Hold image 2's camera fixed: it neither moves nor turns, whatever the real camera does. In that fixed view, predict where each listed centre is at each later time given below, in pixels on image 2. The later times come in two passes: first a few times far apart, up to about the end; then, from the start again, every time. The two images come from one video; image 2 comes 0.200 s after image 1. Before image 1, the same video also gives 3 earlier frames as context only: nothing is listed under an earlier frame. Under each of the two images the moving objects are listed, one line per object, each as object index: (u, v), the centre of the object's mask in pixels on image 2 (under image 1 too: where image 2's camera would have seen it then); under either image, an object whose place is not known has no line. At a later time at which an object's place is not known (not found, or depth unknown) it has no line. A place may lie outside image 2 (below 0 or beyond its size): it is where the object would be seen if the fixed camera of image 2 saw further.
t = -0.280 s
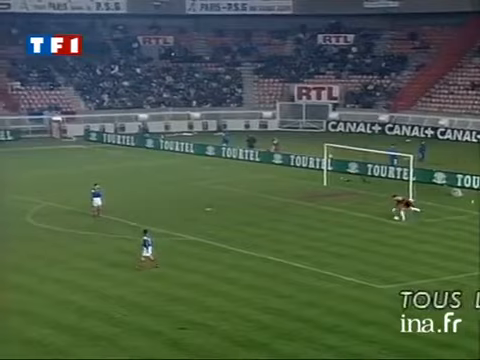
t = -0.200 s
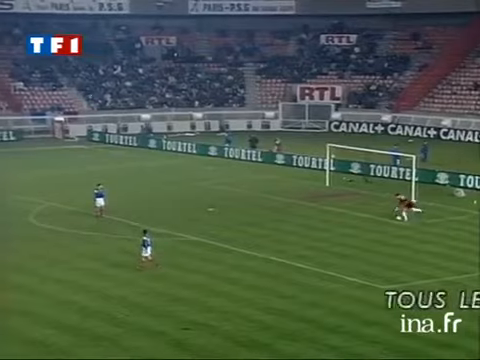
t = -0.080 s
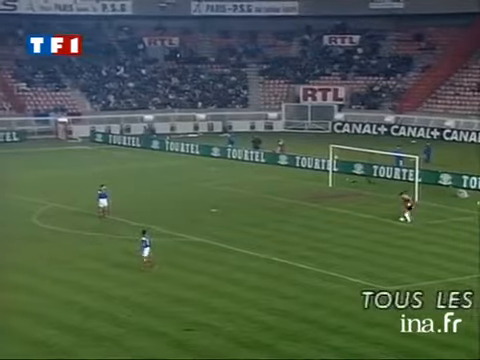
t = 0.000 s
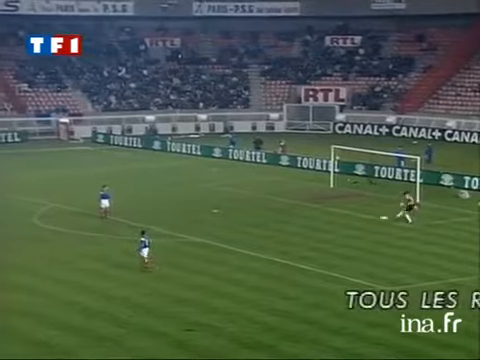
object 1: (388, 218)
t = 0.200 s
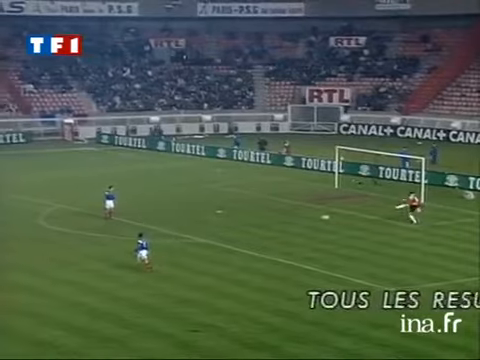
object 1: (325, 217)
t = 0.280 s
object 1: (301, 219)
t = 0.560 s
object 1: (227, 217)
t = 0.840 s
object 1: (162, 218)
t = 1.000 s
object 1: (130, 218)
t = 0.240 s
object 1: (313, 218)
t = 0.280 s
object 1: (301, 219)
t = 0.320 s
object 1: (290, 219)
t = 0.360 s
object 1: (279, 218)
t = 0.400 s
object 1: (269, 218)
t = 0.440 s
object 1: (257, 218)
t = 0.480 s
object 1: (247, 219)
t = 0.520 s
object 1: (237, 218)
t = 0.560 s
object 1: (227, 217)
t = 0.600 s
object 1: (217, 216)
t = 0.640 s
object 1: (207, 216)
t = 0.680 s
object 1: (199, 217)
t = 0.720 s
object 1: (189, 218)
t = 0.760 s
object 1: (180, 219)
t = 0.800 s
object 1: (171, 218)
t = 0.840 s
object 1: (162, 218)
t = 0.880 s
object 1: (155, 219)
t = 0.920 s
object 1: (146, 218)
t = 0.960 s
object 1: (138, 218)
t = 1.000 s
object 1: (130, 218)
